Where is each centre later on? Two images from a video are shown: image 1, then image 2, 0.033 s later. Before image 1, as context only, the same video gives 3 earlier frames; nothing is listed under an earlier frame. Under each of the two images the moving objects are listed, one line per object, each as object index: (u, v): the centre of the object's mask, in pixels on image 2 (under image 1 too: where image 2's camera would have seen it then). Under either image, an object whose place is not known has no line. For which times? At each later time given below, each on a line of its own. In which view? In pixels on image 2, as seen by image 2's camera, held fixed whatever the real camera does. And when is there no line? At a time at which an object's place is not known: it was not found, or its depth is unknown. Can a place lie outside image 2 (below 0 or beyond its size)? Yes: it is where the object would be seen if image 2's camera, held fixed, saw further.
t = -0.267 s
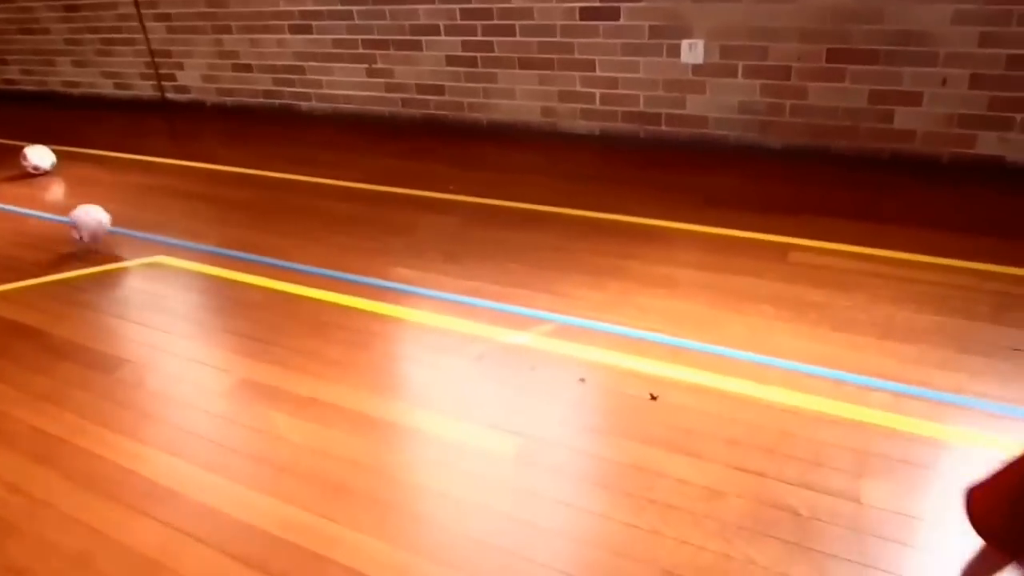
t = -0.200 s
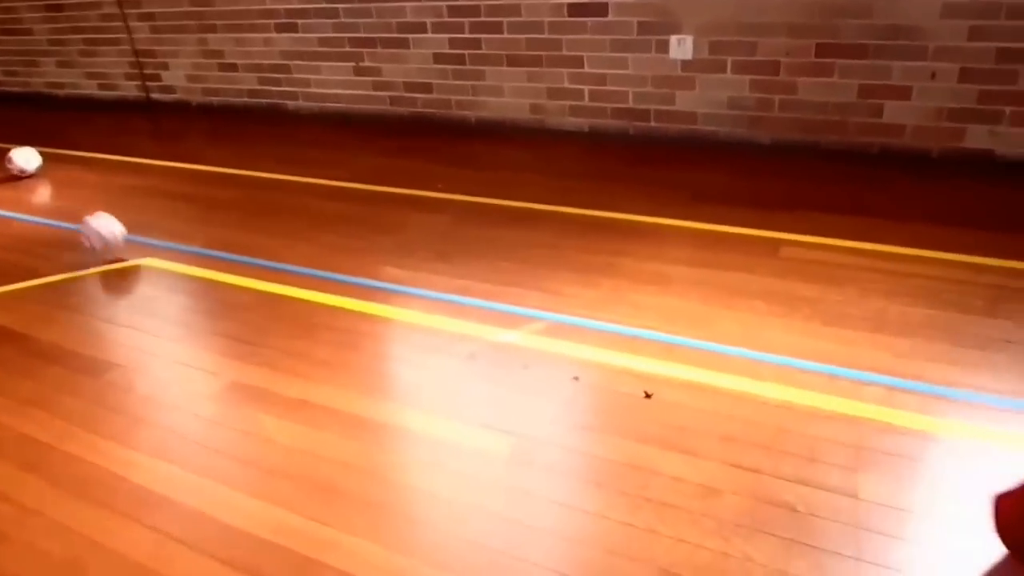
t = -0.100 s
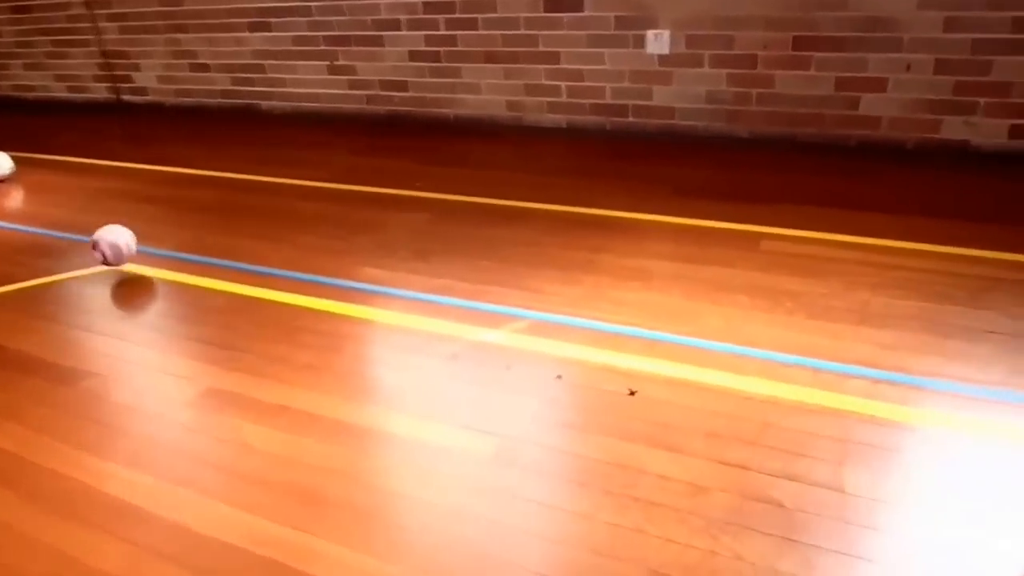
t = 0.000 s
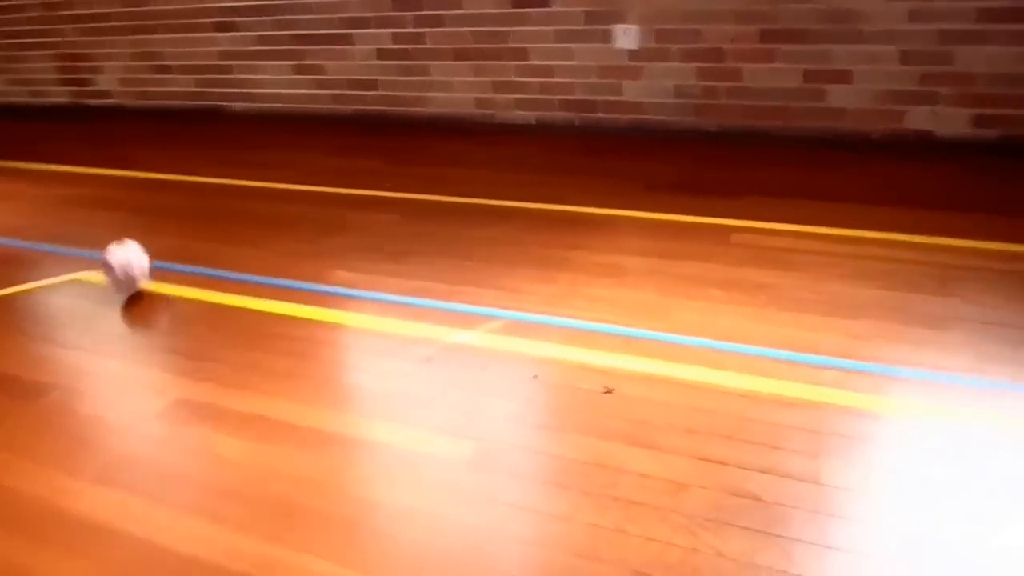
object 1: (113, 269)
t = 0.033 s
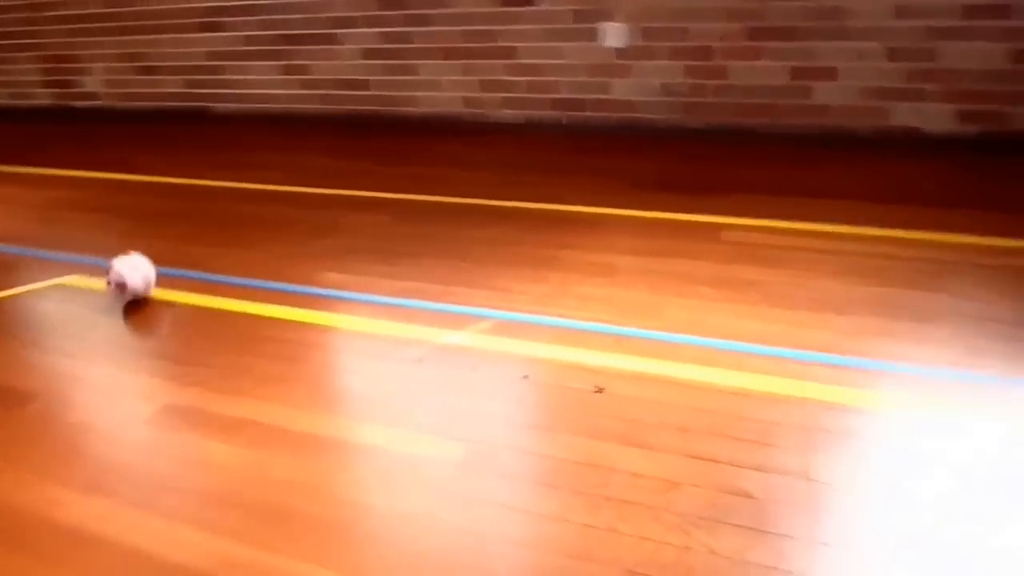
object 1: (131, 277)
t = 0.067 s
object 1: (143, 277)
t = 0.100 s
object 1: (157, 276)
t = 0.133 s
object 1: (174, 278)
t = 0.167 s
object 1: (192, 283)
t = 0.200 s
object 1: (213, 293)
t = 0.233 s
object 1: (231, 299)
